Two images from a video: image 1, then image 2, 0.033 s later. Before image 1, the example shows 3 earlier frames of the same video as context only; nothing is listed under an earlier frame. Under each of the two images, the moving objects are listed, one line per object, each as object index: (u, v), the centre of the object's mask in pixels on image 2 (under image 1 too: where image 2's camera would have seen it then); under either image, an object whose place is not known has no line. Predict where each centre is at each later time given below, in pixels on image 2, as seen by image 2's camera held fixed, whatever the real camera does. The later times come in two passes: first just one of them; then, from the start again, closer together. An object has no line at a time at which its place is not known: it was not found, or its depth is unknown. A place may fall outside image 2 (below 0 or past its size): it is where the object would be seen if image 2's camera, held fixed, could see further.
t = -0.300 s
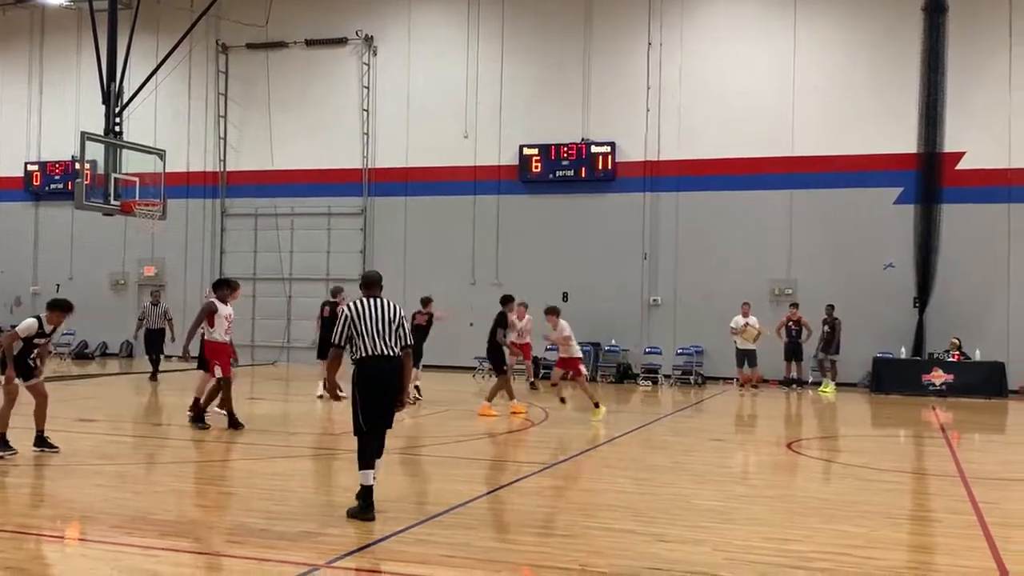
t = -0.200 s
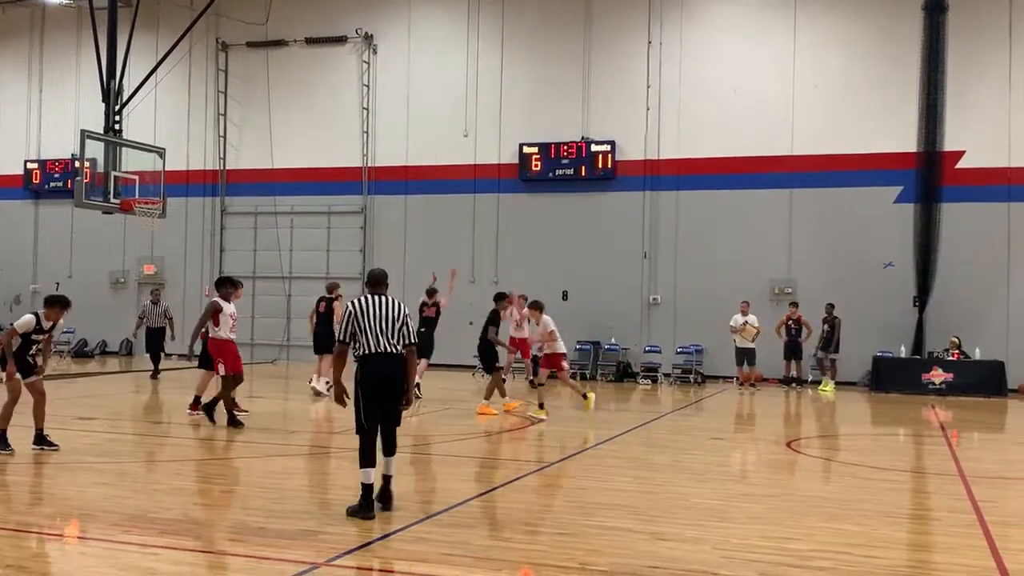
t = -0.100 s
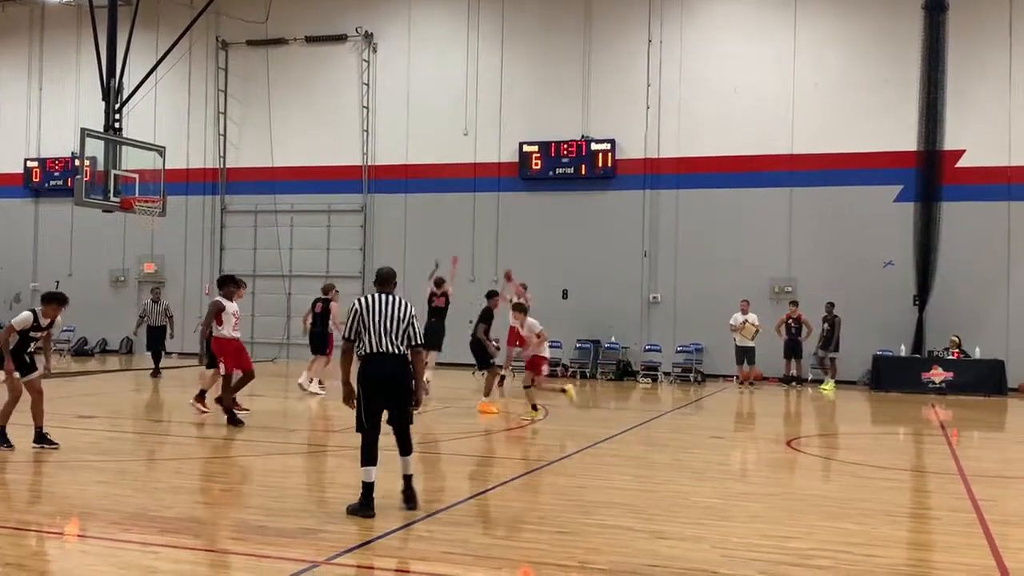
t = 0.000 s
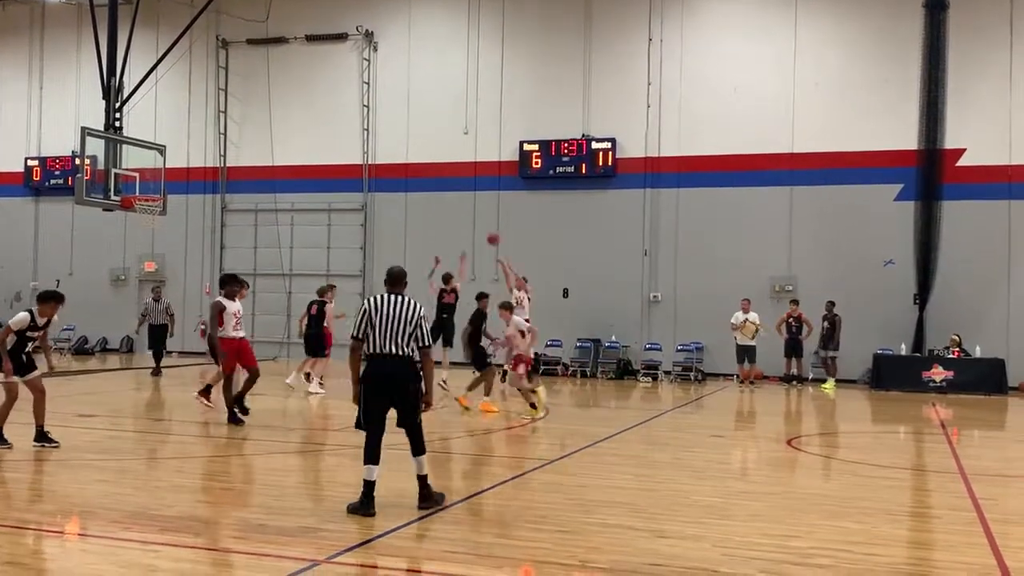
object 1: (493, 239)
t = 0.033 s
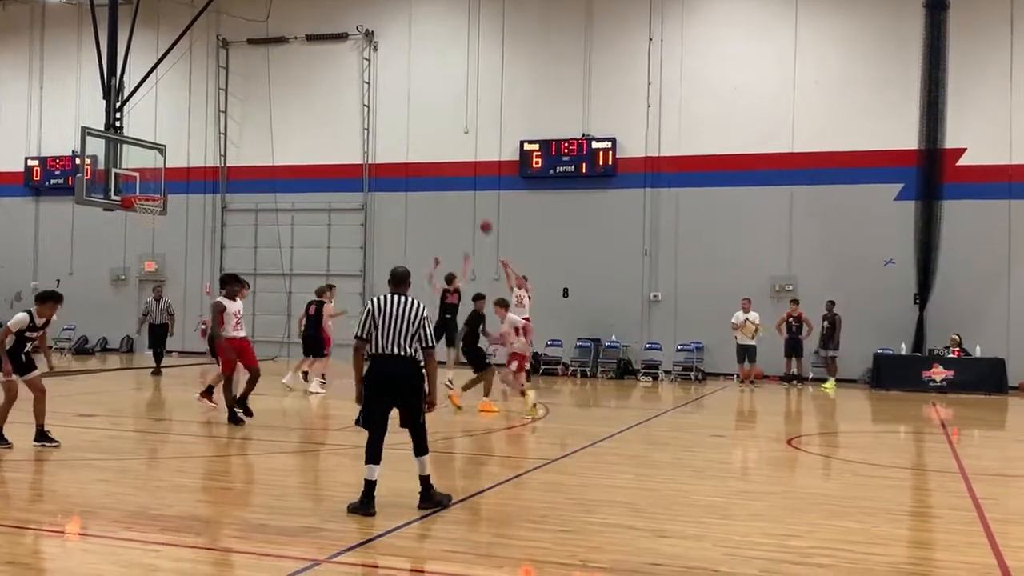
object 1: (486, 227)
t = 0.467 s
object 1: (385, 116)
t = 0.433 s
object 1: (393, 121)
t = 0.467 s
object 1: (385, 116)
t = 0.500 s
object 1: (378, 111)
